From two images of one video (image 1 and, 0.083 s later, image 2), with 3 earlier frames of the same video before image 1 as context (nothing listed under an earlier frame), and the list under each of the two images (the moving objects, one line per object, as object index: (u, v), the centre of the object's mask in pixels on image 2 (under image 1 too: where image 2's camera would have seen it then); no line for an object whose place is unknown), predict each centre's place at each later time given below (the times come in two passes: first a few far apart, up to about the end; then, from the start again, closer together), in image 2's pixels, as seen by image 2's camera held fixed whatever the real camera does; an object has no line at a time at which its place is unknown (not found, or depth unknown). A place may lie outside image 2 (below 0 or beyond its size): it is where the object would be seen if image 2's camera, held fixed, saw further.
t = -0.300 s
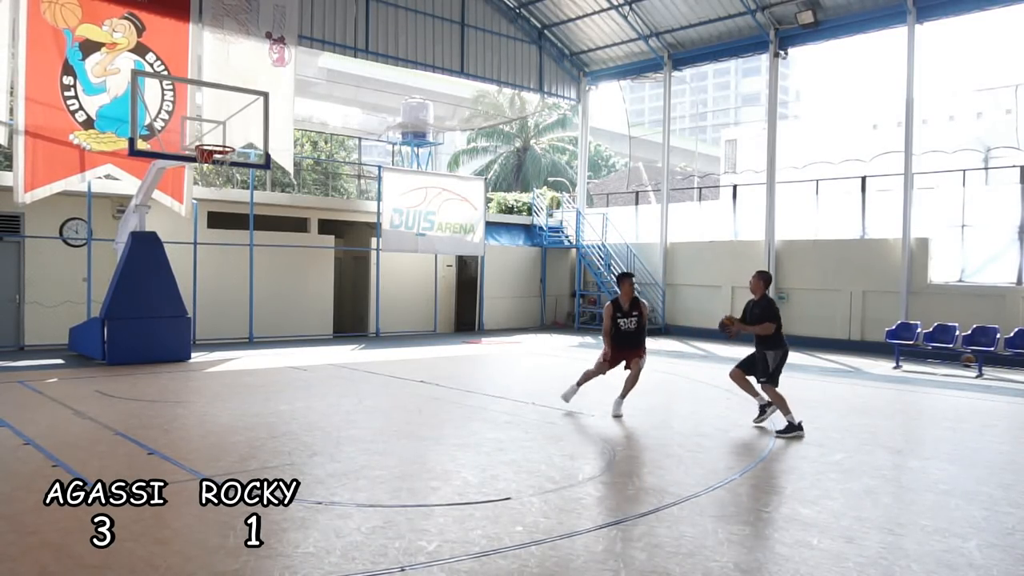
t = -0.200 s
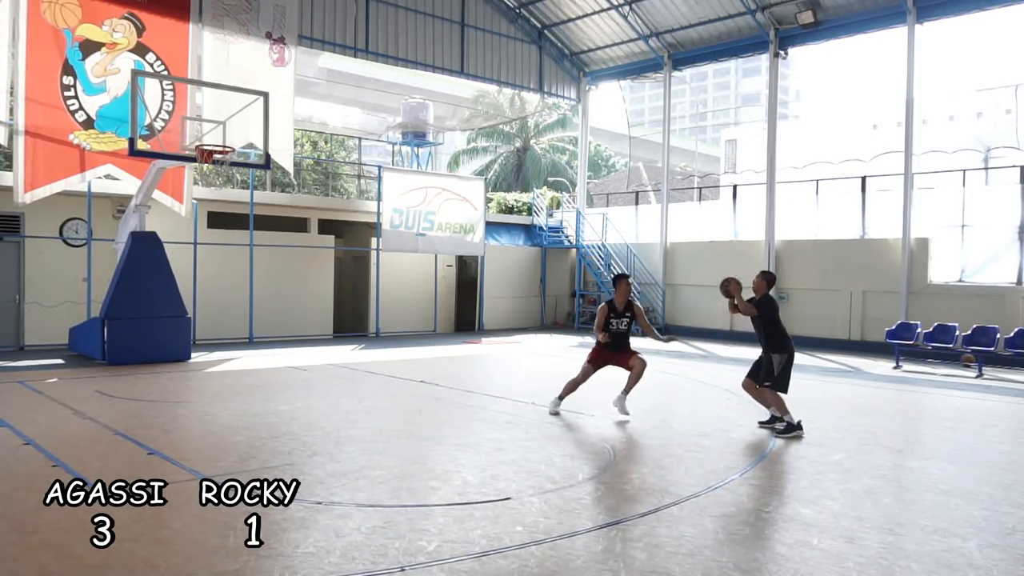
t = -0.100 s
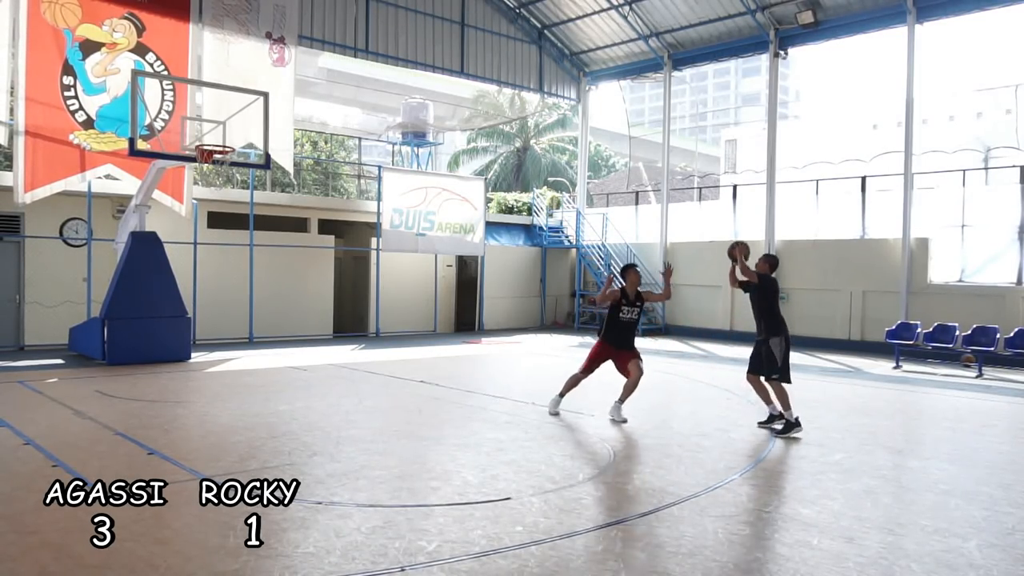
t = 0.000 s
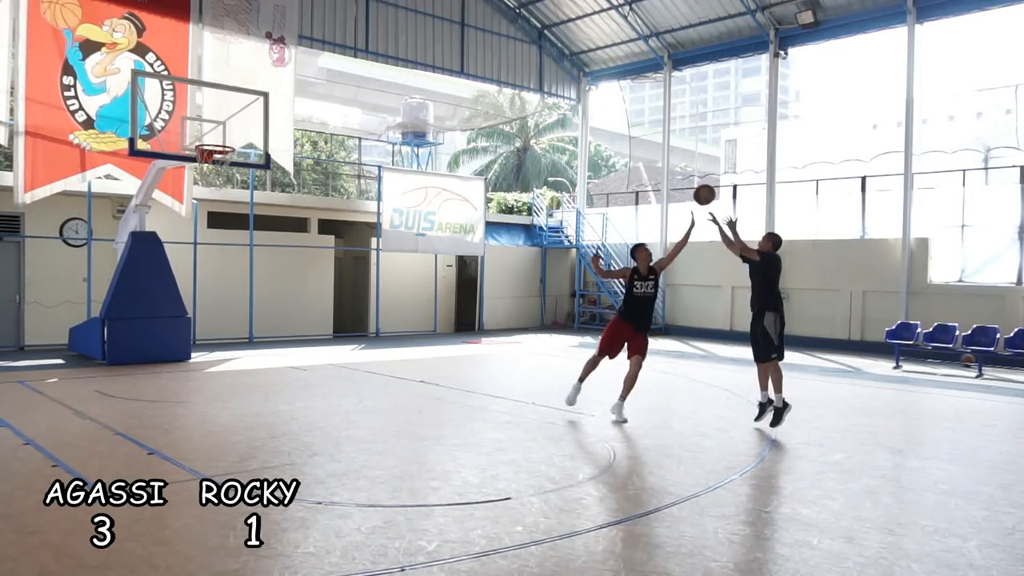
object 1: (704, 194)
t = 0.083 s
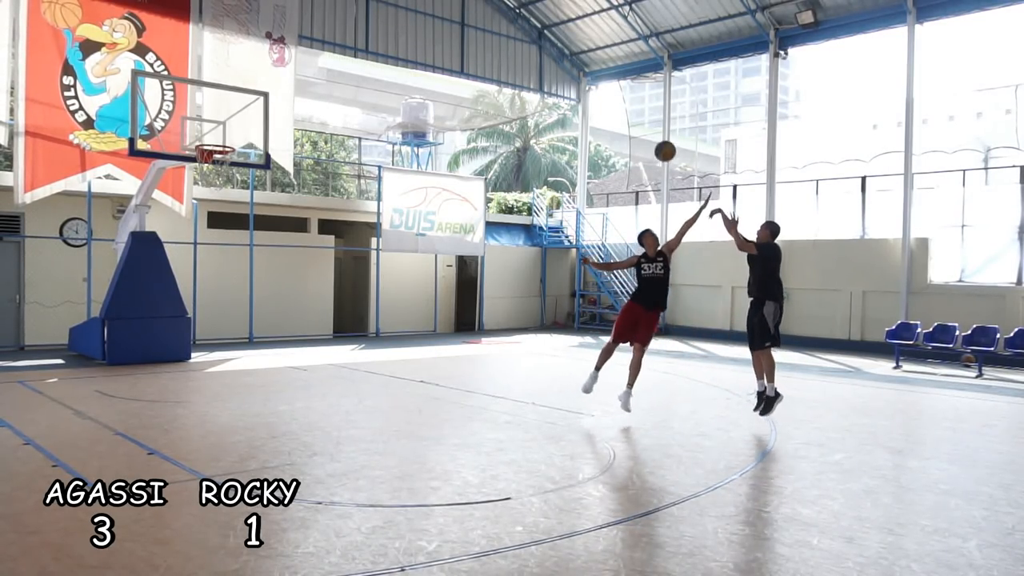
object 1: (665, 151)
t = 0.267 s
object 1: (576, 76)
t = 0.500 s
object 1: (480, 34)
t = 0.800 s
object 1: (367, 49)
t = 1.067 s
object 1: (277, 117)
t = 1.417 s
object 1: (175, 272)
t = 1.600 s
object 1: (130, 357)
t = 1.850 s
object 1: (109, 249)
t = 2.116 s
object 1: (88, 196)
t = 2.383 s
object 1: (67, 188)
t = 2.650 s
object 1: (46, 228)
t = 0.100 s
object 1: (655, 141)
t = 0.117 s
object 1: (645, 132)
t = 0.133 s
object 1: (641, 128)
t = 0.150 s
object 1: (632, 119)
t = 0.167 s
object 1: (622, 111)
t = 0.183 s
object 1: (618, 107)
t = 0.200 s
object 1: (609, 99)
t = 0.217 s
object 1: (598, 91)
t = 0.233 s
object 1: (593, 88)
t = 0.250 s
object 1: (584, 82)
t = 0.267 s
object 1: (576, 76)
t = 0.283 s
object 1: (572, 73)
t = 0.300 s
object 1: (563, 68)
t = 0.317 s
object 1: (555, 63)
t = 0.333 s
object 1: (550, 61)
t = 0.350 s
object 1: (542, 55)
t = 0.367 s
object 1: (533, 52)
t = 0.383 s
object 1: (530, 50)
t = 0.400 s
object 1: (521, 47)
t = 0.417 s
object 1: (512, 43)
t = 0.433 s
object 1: (508, 42)
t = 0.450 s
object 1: (500, 39)
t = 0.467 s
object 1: (492, 37)
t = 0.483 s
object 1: (488, 36)
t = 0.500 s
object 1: (480, 34)
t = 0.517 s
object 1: (472, 33)
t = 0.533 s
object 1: (468, 32)
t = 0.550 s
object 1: (460, 32)
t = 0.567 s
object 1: (452, 31)
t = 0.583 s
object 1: (449, 31)
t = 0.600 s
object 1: (441, 30)
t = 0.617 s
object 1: (433, 31)
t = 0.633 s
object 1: (429, 32)
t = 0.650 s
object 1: (422, 32)
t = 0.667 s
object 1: (414, 33)
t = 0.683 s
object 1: (410, 34)
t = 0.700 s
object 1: (403, 36)
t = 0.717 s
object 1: (396, 38)
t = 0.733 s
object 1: (392, 39)
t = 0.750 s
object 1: (385, 41)
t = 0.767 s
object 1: (377, 44)
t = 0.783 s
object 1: (375, 45)
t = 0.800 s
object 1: (367, 49)
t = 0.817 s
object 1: (360, 52)
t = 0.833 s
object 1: (357, 53)
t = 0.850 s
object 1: (350, 56)
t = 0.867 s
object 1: (343, 61)
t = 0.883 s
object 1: (339, 64)
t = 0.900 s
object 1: (332, 68)
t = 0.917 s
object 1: (326, 73)
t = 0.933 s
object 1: (323, 76)
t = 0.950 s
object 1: (316, 81)
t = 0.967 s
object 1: (309, 86)
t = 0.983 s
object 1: (306, 89)
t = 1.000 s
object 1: (299, 94)
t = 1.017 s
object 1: (292, 101)
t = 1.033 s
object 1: (289, 104)
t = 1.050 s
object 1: (283, 110)
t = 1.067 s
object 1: (277, 117)
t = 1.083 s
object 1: (274, 121)
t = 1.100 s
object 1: (267, 128)
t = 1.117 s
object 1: (261, 135)
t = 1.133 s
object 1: (258, 139)
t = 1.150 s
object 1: (252, 147)
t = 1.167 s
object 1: (245, 154)
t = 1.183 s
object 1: (242, 159)
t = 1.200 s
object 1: (236, 167)
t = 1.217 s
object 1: (231, 175)
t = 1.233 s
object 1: (229, 180)
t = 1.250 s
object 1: (222, 188)
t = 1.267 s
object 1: (216, 197)
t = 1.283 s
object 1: (213, 202)
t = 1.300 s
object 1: (207, 211)
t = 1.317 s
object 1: (202, 221)
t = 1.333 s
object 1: (199, 226)
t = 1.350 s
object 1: (194, 235)
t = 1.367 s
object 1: (188, 245)
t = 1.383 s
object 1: (185, 250)
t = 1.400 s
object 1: (180, 261)
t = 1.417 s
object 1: (175, 272)
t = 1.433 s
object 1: (171, 276)
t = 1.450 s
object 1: (166, 287)
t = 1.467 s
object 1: (161, 298)
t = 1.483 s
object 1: (158, 304)
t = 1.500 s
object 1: (153, 315)
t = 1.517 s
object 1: (148, 326)
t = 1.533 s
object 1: (145, 332)
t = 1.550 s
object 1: (140, 344)
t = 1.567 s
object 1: (135, 356)
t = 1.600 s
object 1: (130, 357)
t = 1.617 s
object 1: (129, 347)
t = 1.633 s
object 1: (128, 341)
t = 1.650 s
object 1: (126, 332)
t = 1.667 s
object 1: (124, 323)
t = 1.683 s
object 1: (123, 319)
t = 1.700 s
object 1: (122, 311)
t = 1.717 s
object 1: (121, 303)
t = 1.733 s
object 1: (119, 291)
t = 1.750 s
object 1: (117, 283)
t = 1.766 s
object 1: (116, 279)
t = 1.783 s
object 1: (114, 272)
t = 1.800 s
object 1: (112, 265)
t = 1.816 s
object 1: (112, 262)
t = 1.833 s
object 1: (110, 255)
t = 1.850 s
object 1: (109, 249)
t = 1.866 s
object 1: (108, 247)
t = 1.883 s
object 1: (107, 241)
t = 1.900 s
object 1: (105, 235)
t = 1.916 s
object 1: (104, 233)
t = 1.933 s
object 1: (103, 228)
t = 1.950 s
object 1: (101, 223)
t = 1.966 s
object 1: (101, 221)
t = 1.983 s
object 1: (99, 217)
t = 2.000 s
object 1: (97, 213)
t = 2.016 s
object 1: (97, 211)
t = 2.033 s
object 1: (94, 207)
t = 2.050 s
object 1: (93, 204)
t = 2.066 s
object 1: (92, 202)
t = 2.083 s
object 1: (90, 200)
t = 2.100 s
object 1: (89, 197)
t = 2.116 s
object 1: (88, 196)
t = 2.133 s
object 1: (86, 194)
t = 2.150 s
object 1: (85, 192)
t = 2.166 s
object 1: (84, 191)
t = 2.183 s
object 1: (82, 189)
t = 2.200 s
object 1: (81, 188)
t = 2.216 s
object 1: (80, 188)
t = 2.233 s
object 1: (79, 187)
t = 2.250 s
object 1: (77, 186)
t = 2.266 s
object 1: (76, 186)
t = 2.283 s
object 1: (75, 185)
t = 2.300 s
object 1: (73, 185)
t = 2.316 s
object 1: (72, 186)
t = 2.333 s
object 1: (70, 186)
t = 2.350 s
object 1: (69, 187)
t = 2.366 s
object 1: (68, 187)
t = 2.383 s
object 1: (67, 188)
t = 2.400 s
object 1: (65, 190)
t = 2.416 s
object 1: (65, 191)
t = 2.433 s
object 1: (63, 192)
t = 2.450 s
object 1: (61, 194)
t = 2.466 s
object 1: (61, 195)
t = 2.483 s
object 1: (59, 198)
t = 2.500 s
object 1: (58, 200)
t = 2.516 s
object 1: (57, 201)
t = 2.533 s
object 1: (56, 204)
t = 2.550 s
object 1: (54, 208)
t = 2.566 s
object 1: (53, 209)
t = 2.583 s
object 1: (51, 213)
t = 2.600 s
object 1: (50, 217)
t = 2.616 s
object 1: (49, 219)
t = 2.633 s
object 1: (47, 223)
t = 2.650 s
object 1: (46, 228)
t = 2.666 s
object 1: (45, 230)
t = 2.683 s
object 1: (43, 234)
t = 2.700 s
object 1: (42, 240)
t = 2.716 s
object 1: (41, 242)
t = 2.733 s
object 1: (40, 248)
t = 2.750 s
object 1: (38, 253)
